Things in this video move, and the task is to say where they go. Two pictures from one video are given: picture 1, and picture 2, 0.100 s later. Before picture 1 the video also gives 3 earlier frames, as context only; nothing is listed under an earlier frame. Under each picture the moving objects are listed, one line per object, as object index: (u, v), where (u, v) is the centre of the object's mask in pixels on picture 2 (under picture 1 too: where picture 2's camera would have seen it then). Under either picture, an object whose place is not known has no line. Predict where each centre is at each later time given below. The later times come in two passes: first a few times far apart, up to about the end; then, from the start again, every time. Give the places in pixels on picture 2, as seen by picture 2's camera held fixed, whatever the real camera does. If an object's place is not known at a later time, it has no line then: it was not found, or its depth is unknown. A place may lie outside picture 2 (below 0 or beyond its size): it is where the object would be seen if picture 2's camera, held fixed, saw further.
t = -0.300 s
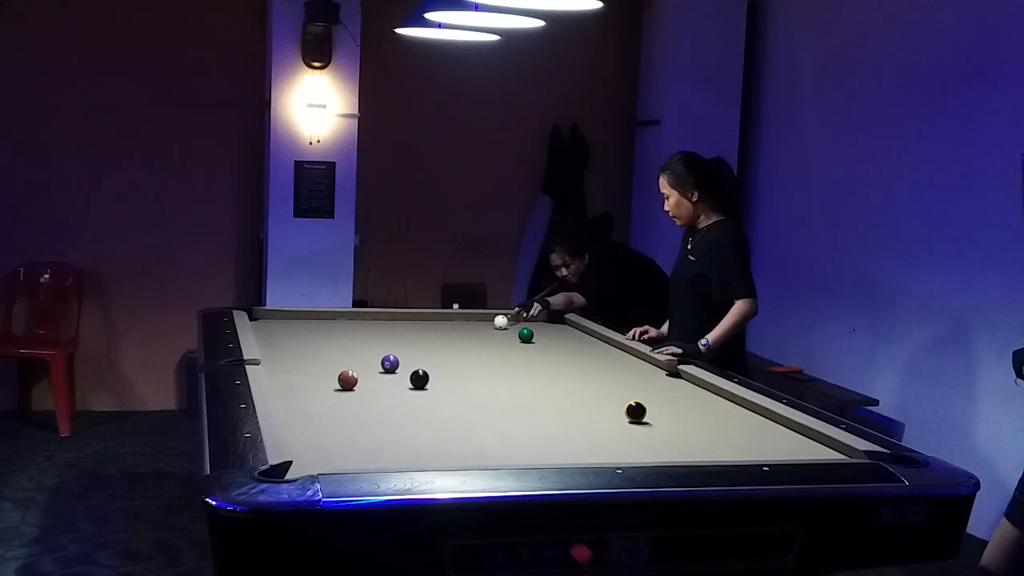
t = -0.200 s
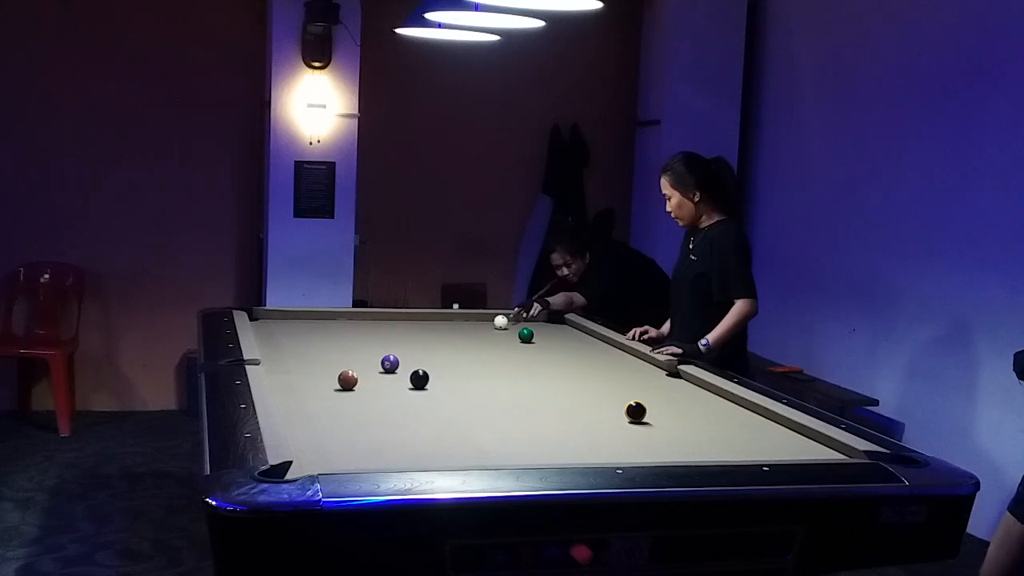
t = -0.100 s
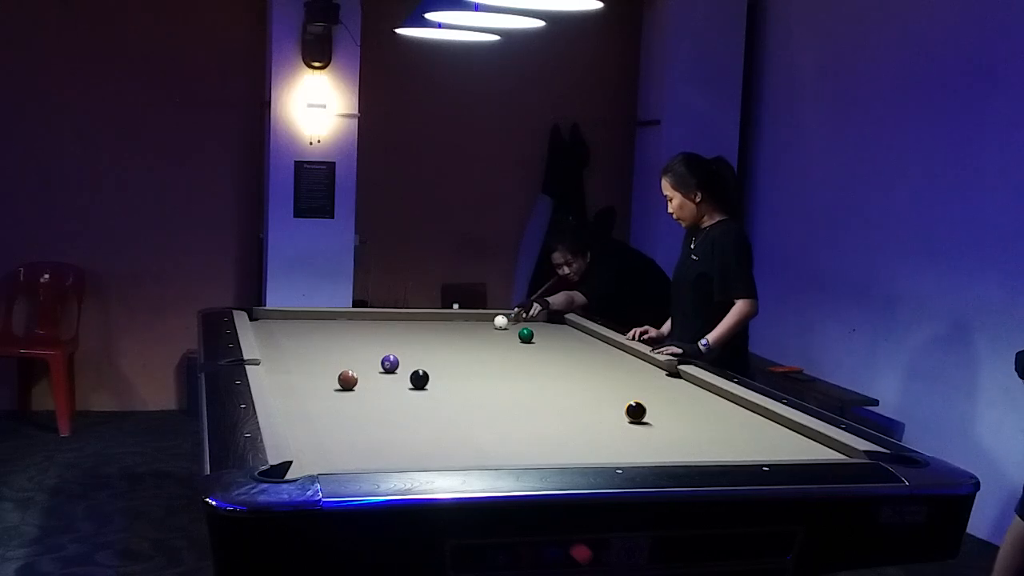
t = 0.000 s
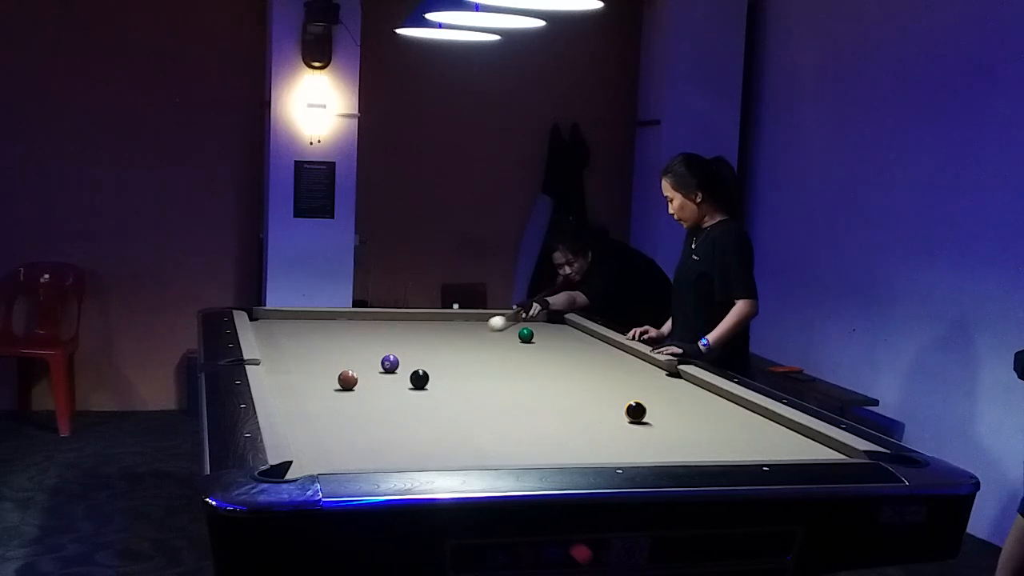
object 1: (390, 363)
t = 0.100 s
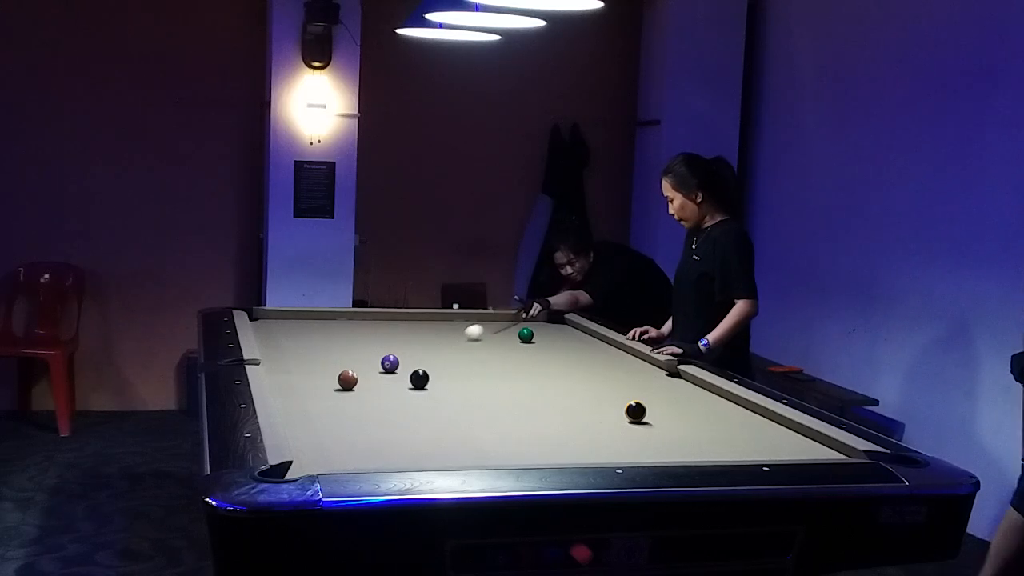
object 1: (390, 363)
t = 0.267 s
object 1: (390, 363)
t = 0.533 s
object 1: (314, 374)
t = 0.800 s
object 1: (322, 384)
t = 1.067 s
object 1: (391, 391)
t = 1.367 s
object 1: (469, 400)
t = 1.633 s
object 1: (539, 407)
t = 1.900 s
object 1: (608, 414)
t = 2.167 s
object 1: (677, 421)
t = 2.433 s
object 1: (746, 429)
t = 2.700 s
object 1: (809, 437)
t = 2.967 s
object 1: (790, 439)
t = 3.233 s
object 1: (771, 440)
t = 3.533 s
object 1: (753, 442)
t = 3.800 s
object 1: (738, 444)
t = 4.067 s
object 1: (726, 446)
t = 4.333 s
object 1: (716, 447)
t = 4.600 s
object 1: (706, 448)
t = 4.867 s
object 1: (698, 449)
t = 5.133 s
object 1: (692, 450)
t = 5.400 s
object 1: (687, 451)
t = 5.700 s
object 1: (683, 451)
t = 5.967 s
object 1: (680, 452)
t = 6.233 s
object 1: (679, 452)
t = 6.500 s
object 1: (678, 452)
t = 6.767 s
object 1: (678, 452)
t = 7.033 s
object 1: (678, 452)
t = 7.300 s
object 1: (678, 452)
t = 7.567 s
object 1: (678, 452)
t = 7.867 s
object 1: (678, 452)
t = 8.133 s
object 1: (678, 452)
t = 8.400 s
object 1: (678, 452)
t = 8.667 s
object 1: (678, 452)
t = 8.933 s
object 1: (678, 452)
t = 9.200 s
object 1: (678, 452)
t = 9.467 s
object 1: (678, 452)
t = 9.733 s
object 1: (678, 452)
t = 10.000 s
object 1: (678, 452)
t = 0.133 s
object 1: (390, 363)
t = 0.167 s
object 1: (390, 363)
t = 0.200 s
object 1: (390, 363)
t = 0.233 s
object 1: (390, 363)
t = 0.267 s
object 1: (390, 363)
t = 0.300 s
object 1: (390, 363)
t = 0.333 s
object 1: (390, 363)
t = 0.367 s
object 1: (390, 363)
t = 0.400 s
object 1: (382, 365)
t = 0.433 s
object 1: (365, 367)
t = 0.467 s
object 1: (346, 366)
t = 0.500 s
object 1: (330, 371)
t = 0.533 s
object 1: (314, 374)
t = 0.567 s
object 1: (298, 376)
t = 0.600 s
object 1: (283, 378)
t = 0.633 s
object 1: (277, 380)
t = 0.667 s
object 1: (287, 380)
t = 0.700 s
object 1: (296, 381)
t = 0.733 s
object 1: (304, 382)
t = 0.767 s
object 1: (313, 383)
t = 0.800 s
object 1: (322, 384)
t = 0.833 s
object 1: (330, 385)
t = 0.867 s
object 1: (339, 386)
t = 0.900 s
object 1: (348, 386)
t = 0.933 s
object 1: (356, 387)
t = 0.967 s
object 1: (365, 388)
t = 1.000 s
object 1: (374, 390)
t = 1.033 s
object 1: (382, 391)
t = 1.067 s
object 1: (391, 391)
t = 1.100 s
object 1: (400, 392)
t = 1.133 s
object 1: (409, 393)
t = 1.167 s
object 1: (417, 394)
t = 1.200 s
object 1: (425, 395)
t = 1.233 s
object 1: (435, 396)
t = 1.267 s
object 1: (443, 397)
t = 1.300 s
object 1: (452, 398)
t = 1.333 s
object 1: (461, 399)
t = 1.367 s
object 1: (469, 400)
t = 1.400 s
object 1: (478, 400)
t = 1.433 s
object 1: (487, 401)
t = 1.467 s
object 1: (495, 403)
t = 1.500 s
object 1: (504, 403)
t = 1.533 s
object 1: (513, 404)
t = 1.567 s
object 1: (521, 405)
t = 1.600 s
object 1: (530, 406)
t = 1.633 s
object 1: (539, 407)
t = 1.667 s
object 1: (548, 408)
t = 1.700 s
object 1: (556, 408)
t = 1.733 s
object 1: (565, 409)
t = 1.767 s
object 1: (574, 410)
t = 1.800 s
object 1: (582, 411)
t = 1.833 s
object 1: (591, 412)
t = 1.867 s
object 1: (600, 413)
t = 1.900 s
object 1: (608, 414)
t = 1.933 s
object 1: (616, 415)
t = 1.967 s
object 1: (626, 416)
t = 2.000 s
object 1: (634, 417)
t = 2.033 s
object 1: (642, 417)
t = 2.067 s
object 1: (651, 418)
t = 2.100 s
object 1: (660, 419)
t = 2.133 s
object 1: (668, 420)
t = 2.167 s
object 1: (677, 421)
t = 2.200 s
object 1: (686, 422)
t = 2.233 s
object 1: (694, 423)
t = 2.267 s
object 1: (703, 424)
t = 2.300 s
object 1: (712, 425)
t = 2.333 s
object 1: (720, 426)
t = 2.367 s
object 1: (729, 427)
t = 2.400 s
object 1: (737, 428)
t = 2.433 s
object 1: (746, 429)
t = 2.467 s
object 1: (754, 430)
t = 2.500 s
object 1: (763, 431)
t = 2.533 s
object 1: (771, 432)
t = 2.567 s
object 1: (780, 433)
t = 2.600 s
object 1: (789, 434)
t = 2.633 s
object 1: (797, 434)
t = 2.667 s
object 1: (806, 435)
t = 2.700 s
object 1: (809, 437)
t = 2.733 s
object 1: (807, 437)
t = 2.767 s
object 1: (805, 437)
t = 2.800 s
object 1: (802, 437)
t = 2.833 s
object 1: (800, 437)
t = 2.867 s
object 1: (797, 438)
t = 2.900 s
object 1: (795, 438)
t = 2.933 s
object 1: (792, 438)
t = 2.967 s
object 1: (790, 439)
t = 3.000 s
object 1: (787, 439)
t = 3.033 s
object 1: (785, 439)
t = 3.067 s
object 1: (783, 439)
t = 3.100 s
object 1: (780, 439)
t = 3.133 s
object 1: (778, 440)
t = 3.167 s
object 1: (776, 440)
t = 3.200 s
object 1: (774, 440)
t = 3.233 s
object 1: (771, 440)
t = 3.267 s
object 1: (769, 440)
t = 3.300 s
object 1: (767, 441)
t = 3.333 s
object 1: (765, 441)
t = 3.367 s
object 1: (763, 441)
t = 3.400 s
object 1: (761, 441)
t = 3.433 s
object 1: (759, 442)
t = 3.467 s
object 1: (757, 442)
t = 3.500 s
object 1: (755, 442)
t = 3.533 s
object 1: (753, 442)
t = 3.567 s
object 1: (751, 442)
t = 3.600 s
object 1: (749, 443)
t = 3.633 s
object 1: (747, 443)
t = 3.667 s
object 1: (745, 443)
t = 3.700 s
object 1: (744, 443)
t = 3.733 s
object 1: (742, 443)
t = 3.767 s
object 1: (740, 444)
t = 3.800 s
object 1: (738, 444)
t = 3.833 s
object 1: (737, 444)
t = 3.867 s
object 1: (735, 444)
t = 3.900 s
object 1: (734, 445)
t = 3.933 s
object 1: (732, 445)
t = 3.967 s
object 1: (731, 445)
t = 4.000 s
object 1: (729, 445)
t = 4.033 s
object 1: (728, 445)
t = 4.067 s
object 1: (726, 446)
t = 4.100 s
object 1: (725, 446)
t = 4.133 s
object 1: (723, 446)
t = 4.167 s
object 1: (722, 446)
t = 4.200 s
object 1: (721, 446)
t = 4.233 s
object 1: (719, 447)
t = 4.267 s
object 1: (718, 447)
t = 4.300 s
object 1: (717, 447)
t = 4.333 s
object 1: (716, 447)
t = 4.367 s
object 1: (714, 447)
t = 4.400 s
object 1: (713, 447)
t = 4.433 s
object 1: (712, 448)
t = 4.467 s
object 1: (711, 448)
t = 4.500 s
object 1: (710, 448)
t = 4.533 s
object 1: (709, 448)
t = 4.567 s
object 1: (707, 448)
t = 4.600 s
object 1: (706, 448)
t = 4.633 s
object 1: (705, 448)
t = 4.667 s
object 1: (704, 448)
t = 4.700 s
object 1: (703, 449)
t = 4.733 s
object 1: (702, 449)
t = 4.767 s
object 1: (701, 448)
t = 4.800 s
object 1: (700, 449)
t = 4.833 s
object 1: (699, 449)
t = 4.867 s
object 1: (698, 449)
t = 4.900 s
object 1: (697, 449)
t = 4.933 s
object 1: (697, 449)
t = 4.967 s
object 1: (696, 449)
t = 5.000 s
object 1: (695, 449)
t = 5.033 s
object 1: (694, 449)
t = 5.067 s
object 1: (693, 450)
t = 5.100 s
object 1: (693, 450)
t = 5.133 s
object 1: (692, 450)
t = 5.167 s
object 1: (691, 450)
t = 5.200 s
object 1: (691, 450)
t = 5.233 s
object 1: (690, 450)
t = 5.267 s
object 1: (689, 450)
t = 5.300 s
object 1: (689, 450)
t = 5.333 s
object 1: (688, 451)
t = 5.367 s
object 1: (688, 451)
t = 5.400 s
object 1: (687, 451)
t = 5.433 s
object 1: (687, 451)
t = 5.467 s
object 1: (686, 451)
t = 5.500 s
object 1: (686, 451)
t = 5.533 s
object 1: (685, 451)
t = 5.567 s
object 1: (685, 451)
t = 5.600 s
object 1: (684, 451)
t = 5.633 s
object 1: (684, 451)
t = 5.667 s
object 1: (683, 451)
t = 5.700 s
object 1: (683, 451)
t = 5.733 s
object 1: (683, 451)
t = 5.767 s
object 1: (682, 451)
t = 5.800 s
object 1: (682, 452)
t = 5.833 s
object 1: (682, 452)
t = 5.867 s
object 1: (681, 452)
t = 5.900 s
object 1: (681, 452)
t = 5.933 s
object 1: (681, 452)
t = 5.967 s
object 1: (680, 452)
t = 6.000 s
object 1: (680, 452)
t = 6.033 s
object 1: (680, 452)
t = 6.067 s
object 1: (680, 452)
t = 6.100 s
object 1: (679, 452)
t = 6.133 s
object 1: (679, 452)
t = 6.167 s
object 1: (679, 452)
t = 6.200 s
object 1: (679, 452)
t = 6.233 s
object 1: (679, 452)
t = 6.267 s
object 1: (679, 452)
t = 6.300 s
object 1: (679, 452)
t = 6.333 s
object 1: (678, 452)
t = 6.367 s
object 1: (678, 452)
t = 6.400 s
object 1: (678, 452)
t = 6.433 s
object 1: (678, 452)
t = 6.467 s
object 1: (678, 452)
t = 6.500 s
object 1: (678, 452)
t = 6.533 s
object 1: (678, 452)
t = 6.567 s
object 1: (678, 452)
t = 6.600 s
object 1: (678, 452)
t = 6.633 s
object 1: (678, 452)
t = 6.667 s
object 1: (678, 452)
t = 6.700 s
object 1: (678, 452)
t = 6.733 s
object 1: (678, 452)
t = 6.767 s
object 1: (678, 452)
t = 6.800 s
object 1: (678, 452)
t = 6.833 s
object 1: (678, 452)
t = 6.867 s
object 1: (678, 452)
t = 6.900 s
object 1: (678, 452)
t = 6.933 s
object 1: (678, 452)
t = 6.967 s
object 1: (678, 452)
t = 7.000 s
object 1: (678, 452)
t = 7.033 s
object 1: (678, 452)
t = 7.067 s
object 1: (678, 452)
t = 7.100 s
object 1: (678, 452)
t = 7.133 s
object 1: (678, 452)
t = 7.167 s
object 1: (678, 452)
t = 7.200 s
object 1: (678, 452)
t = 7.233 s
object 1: (678, 452)
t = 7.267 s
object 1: (678, 452)
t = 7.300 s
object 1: (678, 452)
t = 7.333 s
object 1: (678, 452)
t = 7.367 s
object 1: (678, 452)
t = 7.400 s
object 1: (678, 452)
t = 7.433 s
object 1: (678, 452)
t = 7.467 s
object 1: (678, 452)
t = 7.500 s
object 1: (678, 452)
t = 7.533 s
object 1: (678, 452)
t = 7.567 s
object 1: (678, 452)
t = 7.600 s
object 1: (678, 452)
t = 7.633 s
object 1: (678, 452)
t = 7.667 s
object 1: (678, 452)
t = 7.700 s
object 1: (678, 452)
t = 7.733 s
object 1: (678, 452)
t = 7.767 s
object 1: (678, 452)
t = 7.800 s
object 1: (678, 452)
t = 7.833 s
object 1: (678, 452)
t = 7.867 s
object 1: (678, 452)
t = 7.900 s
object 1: (678, 452)
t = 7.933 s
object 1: (678, 452)
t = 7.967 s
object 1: (678, 452)
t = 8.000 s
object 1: (678, 452)
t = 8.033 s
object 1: (678, 452)
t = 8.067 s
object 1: (678, 452)
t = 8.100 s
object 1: (678, 452)
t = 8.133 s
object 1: (678, 452)
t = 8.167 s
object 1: (678, 452)
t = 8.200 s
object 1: (678, 452)
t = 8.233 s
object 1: (678, 452)
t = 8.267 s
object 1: (678, 452)
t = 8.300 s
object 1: (678, 452)
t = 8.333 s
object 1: (678, 452)
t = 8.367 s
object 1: (678, 452)
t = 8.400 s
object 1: (678, 452)
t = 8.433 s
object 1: (678, 452)
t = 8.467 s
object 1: (678, 452)
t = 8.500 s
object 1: (678, 452)
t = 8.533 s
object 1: (678, 452)
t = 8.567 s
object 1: (678, 452)
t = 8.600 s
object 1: (678, 452)
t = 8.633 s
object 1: (678, 452)
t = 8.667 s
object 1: (678, 452)
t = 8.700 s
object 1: (678, 452)
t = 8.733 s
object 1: (678, 452)
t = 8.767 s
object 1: (678, 452)
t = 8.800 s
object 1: (678, 452)
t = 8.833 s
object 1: (678, 452)
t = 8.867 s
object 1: (678, 452)
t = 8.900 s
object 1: (678, 452)
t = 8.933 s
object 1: (678, 452)
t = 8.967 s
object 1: (678, 452)
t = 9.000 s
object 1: (678, 452)
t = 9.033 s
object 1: (678, 452)
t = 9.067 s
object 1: (678, 452)
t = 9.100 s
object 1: (678, 452)
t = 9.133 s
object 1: (678, 452)
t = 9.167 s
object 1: (678, 452)
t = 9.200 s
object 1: (678, 452)
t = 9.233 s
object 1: (678, 452)
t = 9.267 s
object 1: (678, 452)
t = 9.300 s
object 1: (678, 452)
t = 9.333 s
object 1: (678, 452)
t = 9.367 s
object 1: (678, 452)
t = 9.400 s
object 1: (678, 452)
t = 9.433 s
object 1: (678, 452)
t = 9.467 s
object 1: (678, 452)
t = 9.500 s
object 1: (678, 452)
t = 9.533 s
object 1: (678, 452)
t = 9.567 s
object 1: (678, 452)
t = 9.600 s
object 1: (678, 452)
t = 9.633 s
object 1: (678, 452)
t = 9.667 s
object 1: (678, 452)
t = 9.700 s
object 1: (678, 452)
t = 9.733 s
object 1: (678, 452)
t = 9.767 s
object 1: (678, 452)
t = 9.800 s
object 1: (678, 452)
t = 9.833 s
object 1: (678, 452)
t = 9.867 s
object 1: (678, 452)
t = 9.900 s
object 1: (678, 452)
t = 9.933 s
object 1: (678, 452)
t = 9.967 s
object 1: (678, 452)
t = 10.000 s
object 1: (678, 452)
